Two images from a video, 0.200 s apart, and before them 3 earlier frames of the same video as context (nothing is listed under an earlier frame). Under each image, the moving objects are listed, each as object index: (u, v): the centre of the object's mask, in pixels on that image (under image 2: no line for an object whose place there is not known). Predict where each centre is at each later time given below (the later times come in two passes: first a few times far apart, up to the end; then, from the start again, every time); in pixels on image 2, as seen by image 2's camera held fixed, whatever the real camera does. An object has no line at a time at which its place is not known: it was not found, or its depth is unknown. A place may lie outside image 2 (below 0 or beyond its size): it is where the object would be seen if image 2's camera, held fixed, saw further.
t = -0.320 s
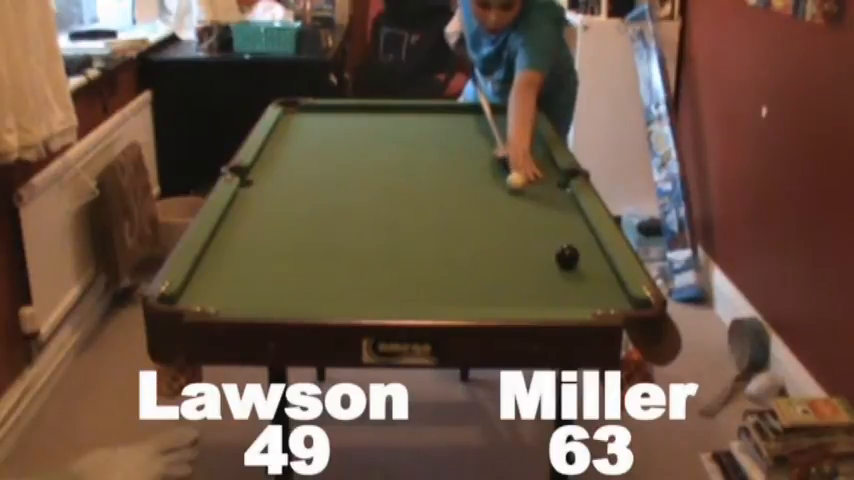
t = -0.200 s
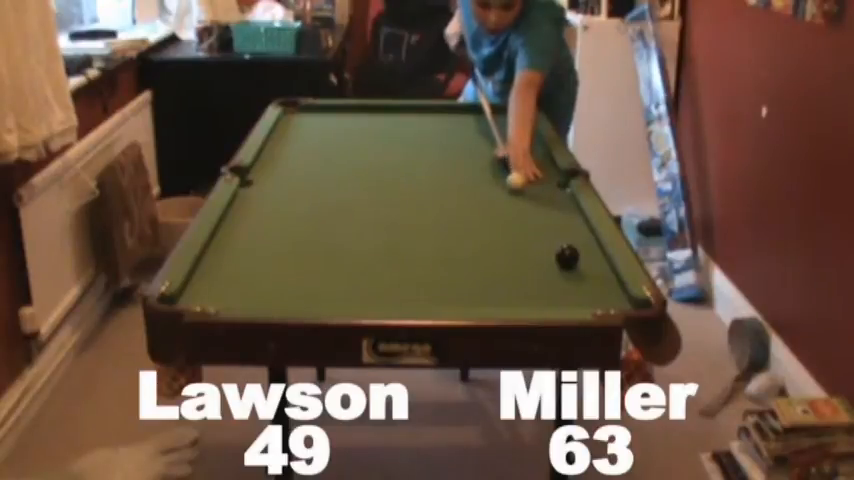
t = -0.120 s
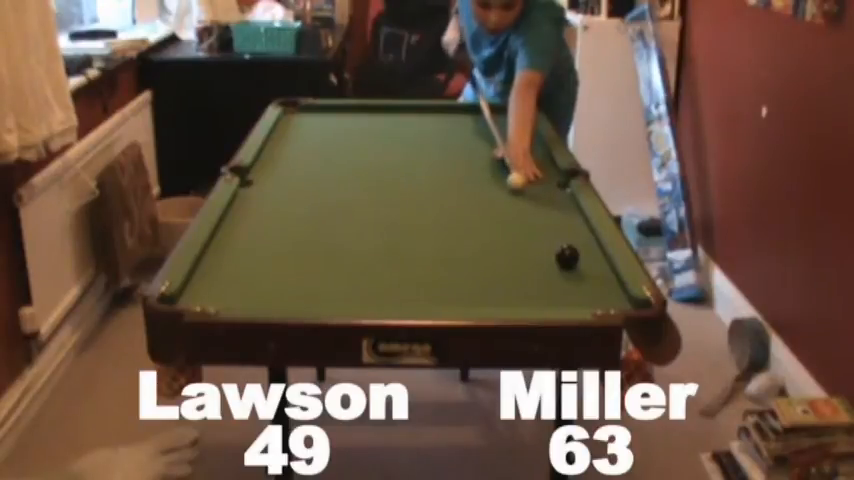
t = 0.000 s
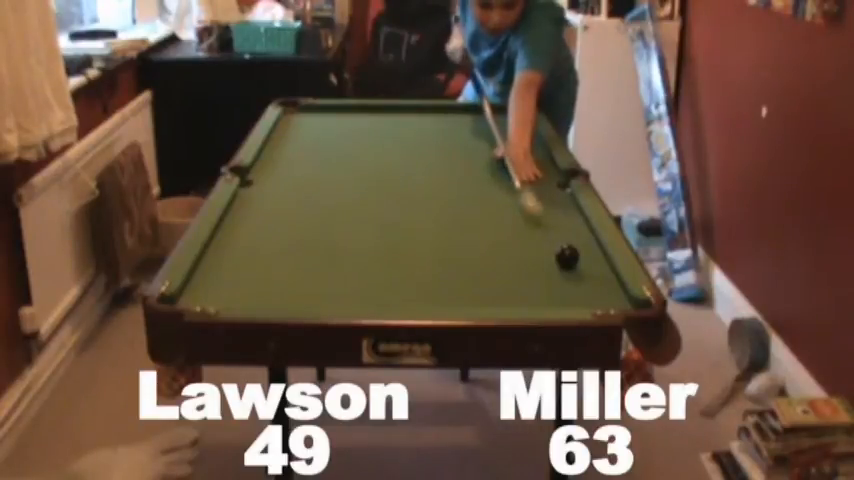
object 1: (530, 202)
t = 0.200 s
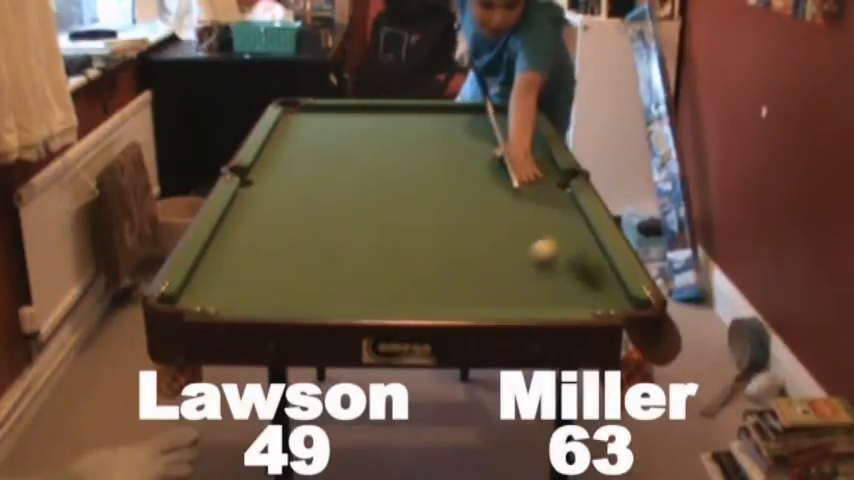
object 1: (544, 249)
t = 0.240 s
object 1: (537, 253)
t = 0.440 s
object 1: (509, 279)
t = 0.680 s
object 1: (475, 298)
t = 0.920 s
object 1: (449, 288)
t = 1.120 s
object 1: (435, 280)
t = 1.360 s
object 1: (425, 273)
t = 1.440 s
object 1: (423, 272)
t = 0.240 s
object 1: (537, 253)
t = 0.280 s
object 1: (531, 257)
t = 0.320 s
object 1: (526, 263)
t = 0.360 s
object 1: (519, 268)
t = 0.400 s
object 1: (514, 273)
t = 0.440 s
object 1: (509, 279)
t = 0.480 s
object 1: (503, 284)
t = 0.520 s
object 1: (497, 289)
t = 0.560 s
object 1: (492, 293)
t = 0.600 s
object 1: (486, 297)
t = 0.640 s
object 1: (480, 300)
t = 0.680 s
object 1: (475, 298)
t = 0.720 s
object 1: (469, 296)
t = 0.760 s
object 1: (465, 295)
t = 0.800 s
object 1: (461, 293)
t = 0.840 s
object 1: (457, 292)
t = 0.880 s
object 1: (453, 290)
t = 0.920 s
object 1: (449, 288)
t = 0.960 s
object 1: (446, 287)
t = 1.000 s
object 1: (443, 284)
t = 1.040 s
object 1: (440, 283)
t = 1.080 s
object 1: (438, 281)
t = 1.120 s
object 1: (435, 280)
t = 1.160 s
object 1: (433, 278)
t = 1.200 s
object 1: (431, 277)
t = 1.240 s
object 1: (429, 277)
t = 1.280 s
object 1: (428, 275)
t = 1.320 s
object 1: (426, 274)
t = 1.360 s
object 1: (425, 273)
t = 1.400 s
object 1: (424, 273)
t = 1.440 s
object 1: (423, 272)
